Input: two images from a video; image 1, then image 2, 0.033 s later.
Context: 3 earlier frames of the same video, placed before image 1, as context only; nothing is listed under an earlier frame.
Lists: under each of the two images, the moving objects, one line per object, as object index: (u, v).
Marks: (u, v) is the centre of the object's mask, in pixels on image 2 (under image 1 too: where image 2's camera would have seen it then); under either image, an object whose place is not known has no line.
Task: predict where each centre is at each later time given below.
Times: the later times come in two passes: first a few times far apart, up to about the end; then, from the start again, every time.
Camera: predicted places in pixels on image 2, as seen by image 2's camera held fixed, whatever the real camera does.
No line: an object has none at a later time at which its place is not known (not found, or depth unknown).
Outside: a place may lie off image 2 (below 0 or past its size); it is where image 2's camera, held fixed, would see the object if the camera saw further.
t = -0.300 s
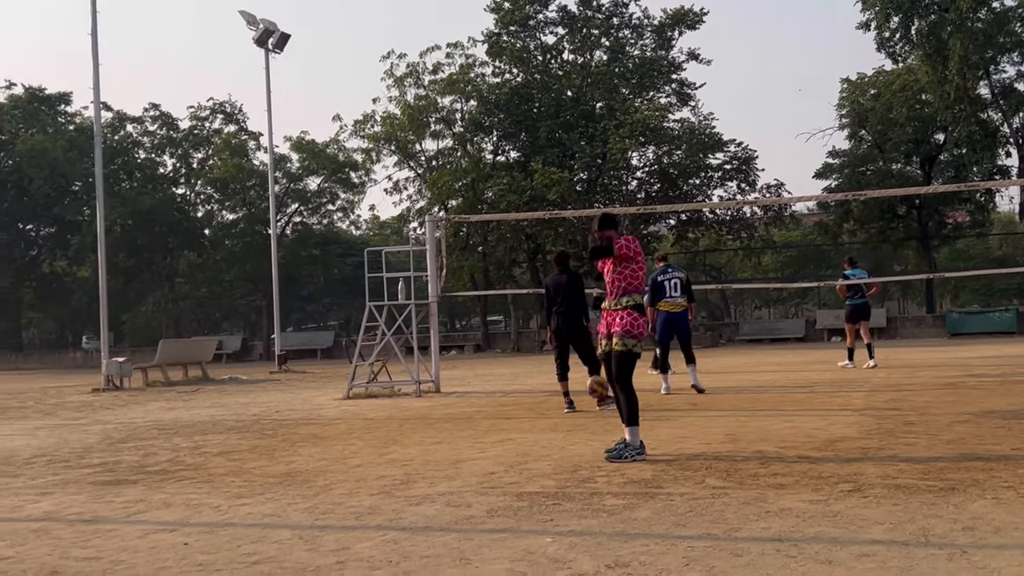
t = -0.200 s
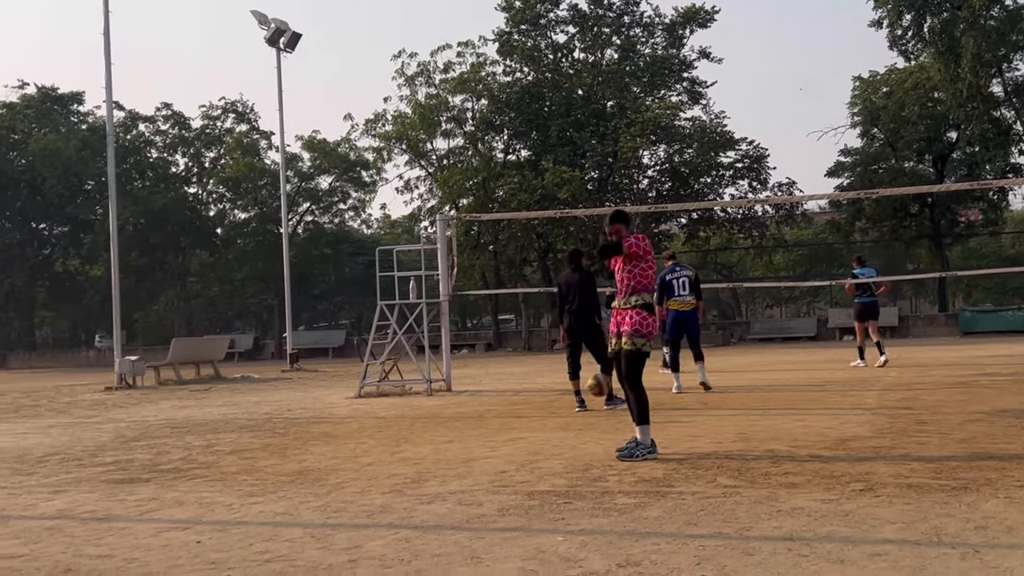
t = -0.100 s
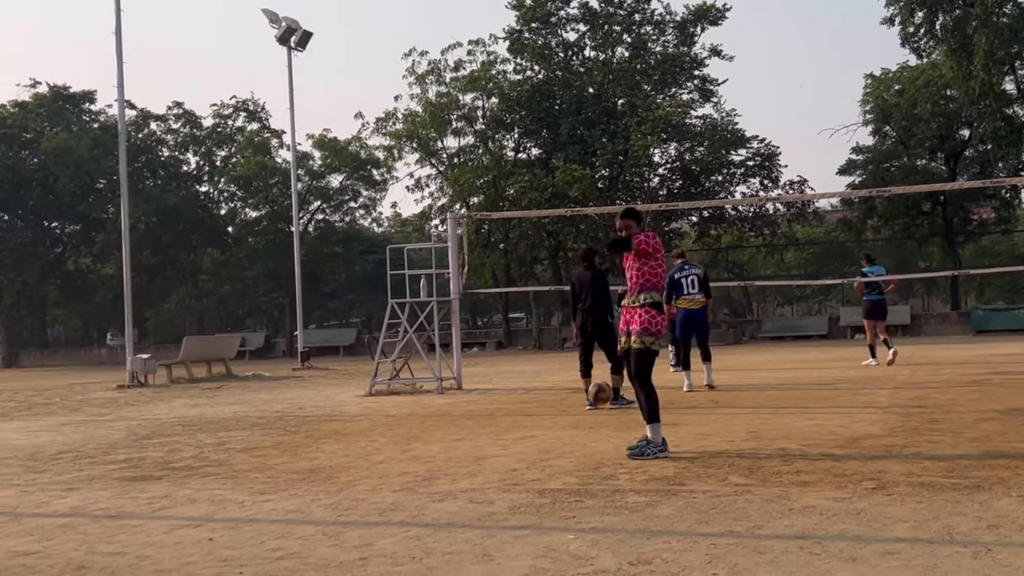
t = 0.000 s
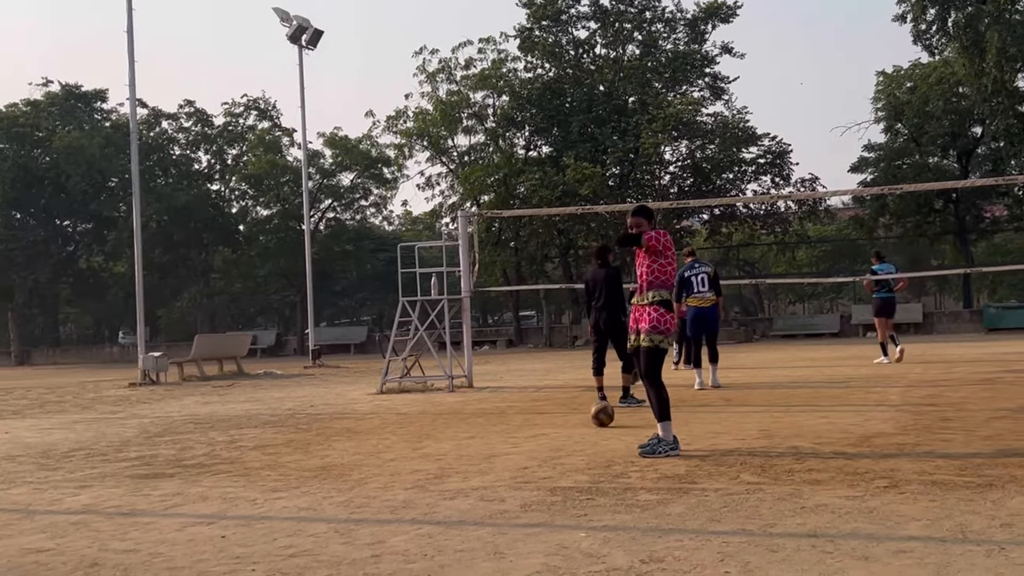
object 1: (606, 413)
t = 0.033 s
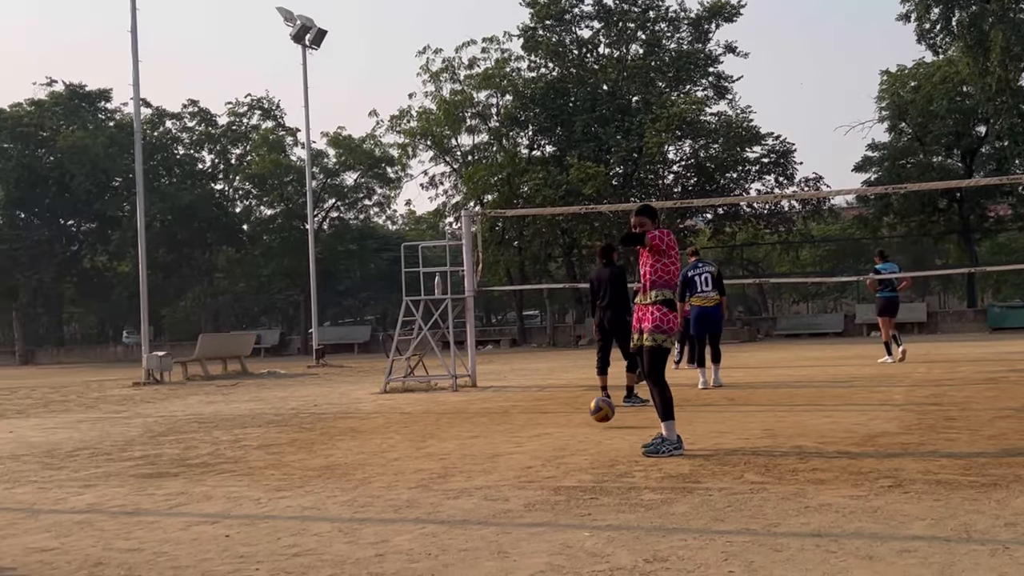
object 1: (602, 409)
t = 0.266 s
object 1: (575, 401)
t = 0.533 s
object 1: (541, 422)
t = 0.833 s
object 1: (493, 439)
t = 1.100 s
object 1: (439, 470)
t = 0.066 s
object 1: (598, 405)
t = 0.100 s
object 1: (594, 400)
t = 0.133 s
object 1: (590, 398)
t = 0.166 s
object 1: (587, 397)
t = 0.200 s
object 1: (583, 397)
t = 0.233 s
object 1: (579, 398)
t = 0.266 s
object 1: (575, 401)
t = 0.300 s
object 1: (572, 406)
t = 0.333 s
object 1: (568, 412)
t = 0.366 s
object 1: (564, 420)
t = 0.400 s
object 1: (560, 429)
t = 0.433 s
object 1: (556, 427)
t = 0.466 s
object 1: (551, 424)
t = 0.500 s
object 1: (546, 422)
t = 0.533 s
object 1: (541, 422)
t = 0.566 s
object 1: (537, 423)
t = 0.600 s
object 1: (532, 425)
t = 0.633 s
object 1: (526, 430)
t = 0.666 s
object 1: (521, 437)
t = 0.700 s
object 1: (516, 445)
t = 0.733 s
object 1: (511, 442)
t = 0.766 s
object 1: (505, 439)
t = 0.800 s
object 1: (499, 438)
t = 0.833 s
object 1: (493, 439)
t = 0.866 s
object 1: (487, 443)
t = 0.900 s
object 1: (481, 448)
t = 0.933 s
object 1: (475, 456)
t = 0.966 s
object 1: (468, 459)
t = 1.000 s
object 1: (461, 459)
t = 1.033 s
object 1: (454, 460)
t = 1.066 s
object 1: (447, 464)
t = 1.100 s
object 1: (439, 470)
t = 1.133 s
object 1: (432, 472)
